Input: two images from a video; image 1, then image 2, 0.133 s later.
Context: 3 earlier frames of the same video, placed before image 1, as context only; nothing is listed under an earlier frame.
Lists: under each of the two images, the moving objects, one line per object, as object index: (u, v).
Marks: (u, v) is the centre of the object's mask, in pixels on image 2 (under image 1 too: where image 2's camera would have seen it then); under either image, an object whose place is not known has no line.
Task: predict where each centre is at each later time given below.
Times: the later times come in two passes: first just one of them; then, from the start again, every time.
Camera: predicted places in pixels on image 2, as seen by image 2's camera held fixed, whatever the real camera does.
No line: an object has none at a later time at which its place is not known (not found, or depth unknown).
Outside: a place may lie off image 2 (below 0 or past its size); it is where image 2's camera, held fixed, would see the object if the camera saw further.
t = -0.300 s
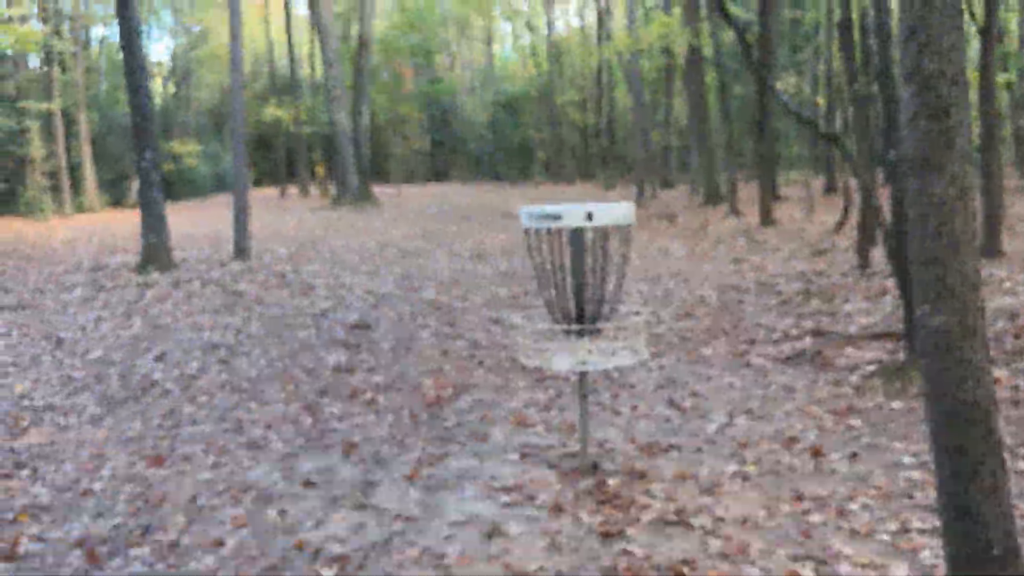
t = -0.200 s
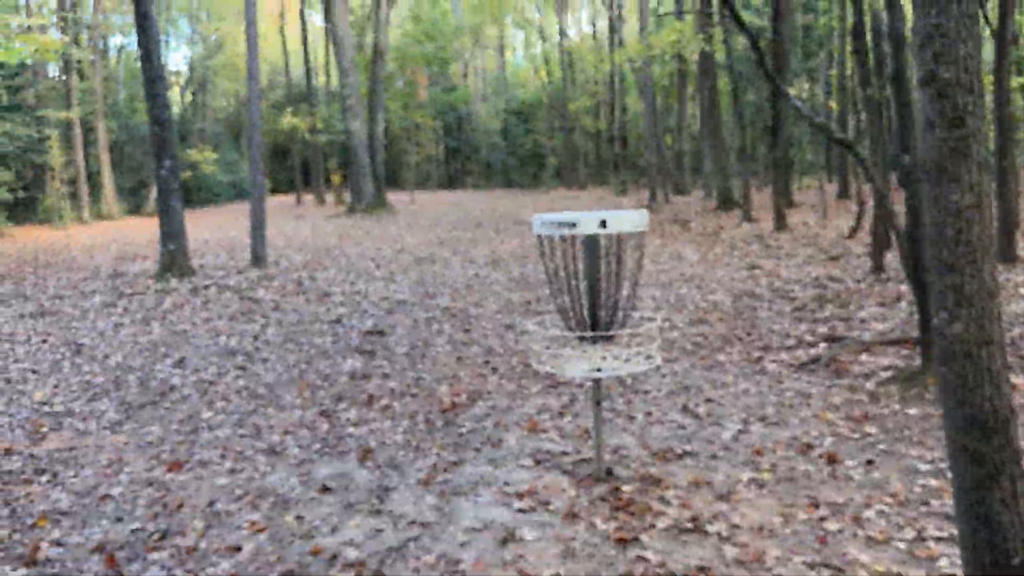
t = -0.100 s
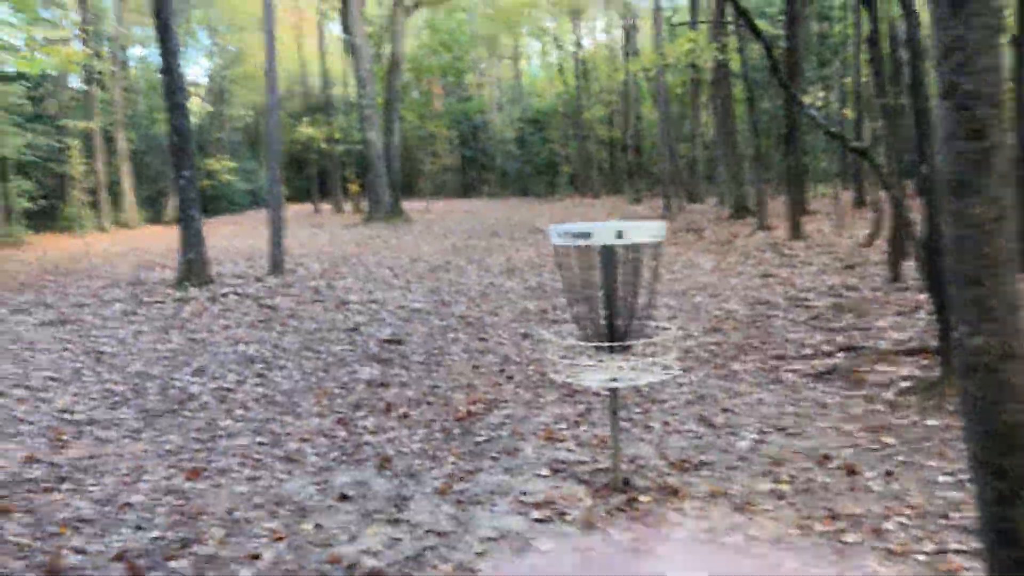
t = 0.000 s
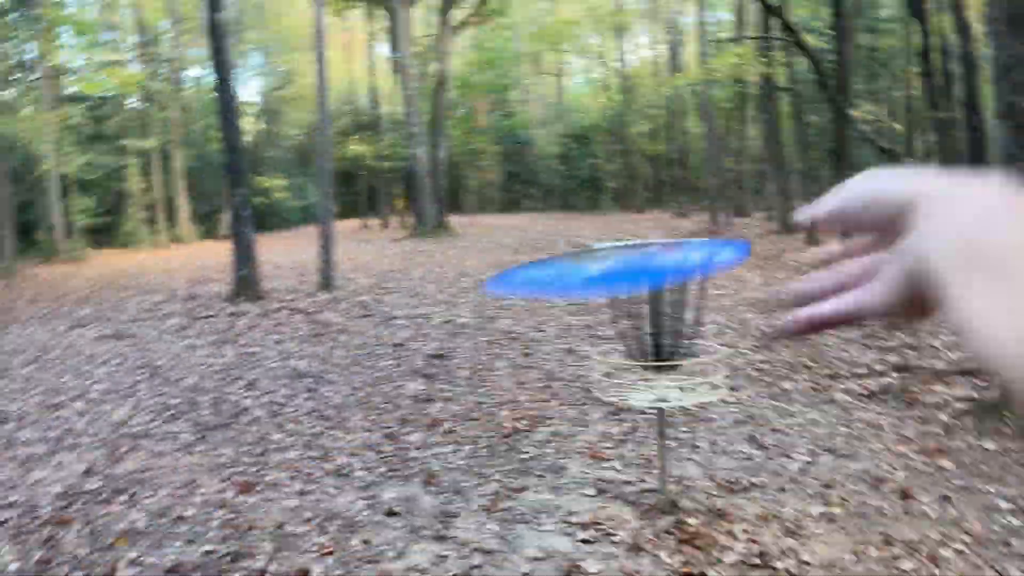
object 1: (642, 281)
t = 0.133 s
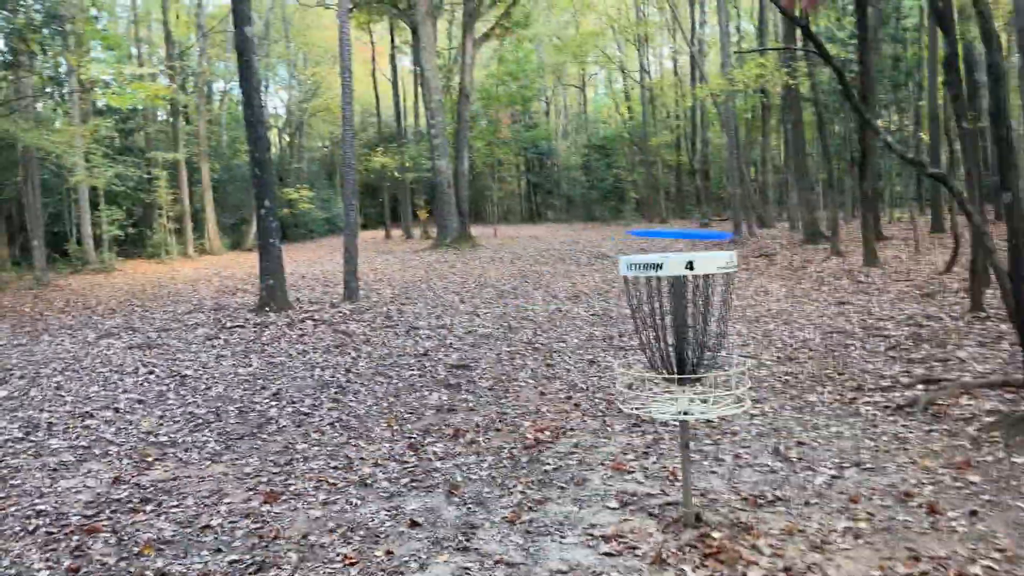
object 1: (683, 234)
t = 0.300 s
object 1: (691, 276)
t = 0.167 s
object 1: (684, 240)
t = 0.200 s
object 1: (690, 247)
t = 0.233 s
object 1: (690, 256)
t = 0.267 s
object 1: (688, 268)
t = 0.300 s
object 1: (691, 276)
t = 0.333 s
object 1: (691, 287)
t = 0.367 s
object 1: (693, 295)
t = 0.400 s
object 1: (695, 304)
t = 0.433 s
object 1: (696, 314)
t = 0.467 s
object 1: (698, 320)
